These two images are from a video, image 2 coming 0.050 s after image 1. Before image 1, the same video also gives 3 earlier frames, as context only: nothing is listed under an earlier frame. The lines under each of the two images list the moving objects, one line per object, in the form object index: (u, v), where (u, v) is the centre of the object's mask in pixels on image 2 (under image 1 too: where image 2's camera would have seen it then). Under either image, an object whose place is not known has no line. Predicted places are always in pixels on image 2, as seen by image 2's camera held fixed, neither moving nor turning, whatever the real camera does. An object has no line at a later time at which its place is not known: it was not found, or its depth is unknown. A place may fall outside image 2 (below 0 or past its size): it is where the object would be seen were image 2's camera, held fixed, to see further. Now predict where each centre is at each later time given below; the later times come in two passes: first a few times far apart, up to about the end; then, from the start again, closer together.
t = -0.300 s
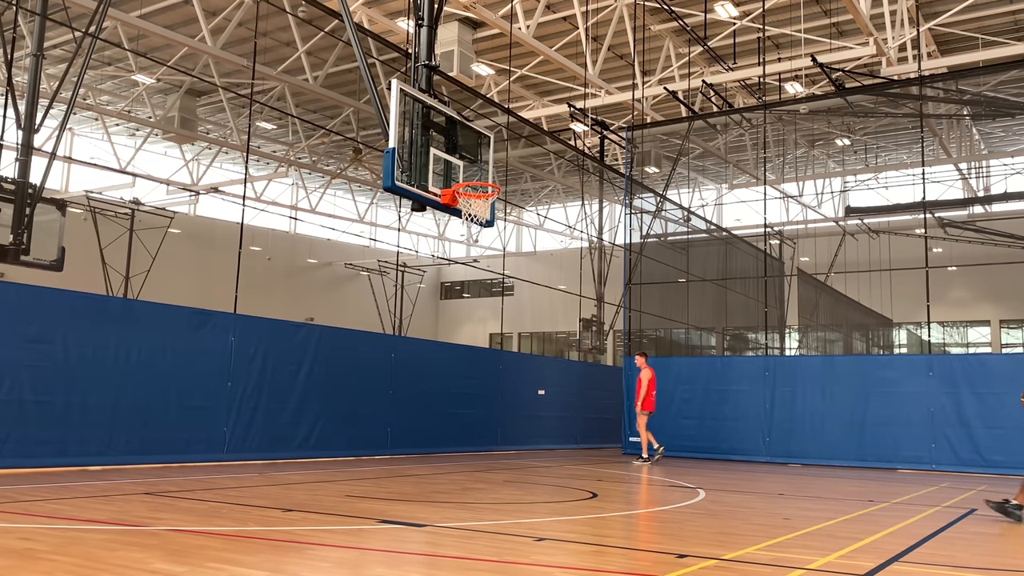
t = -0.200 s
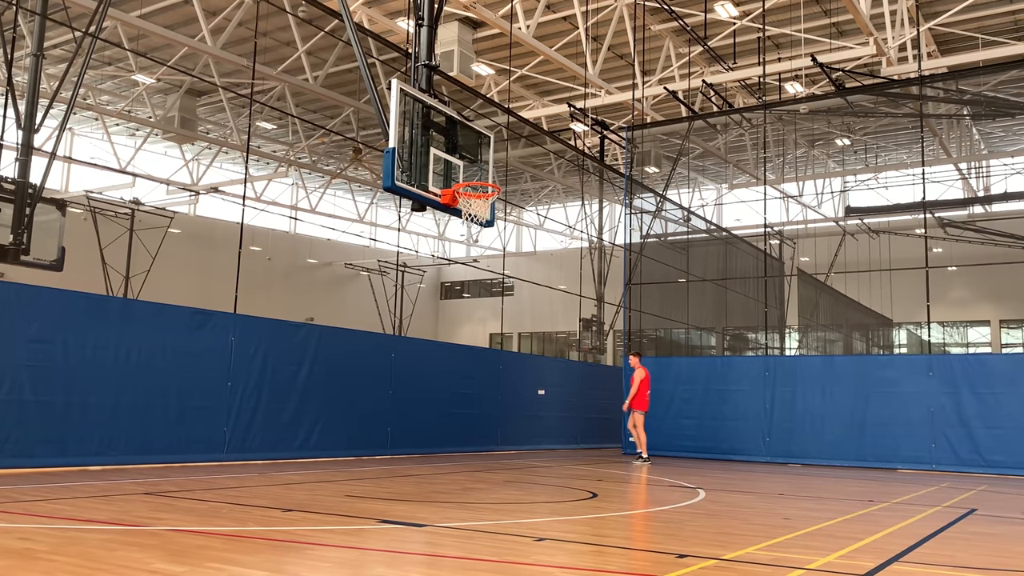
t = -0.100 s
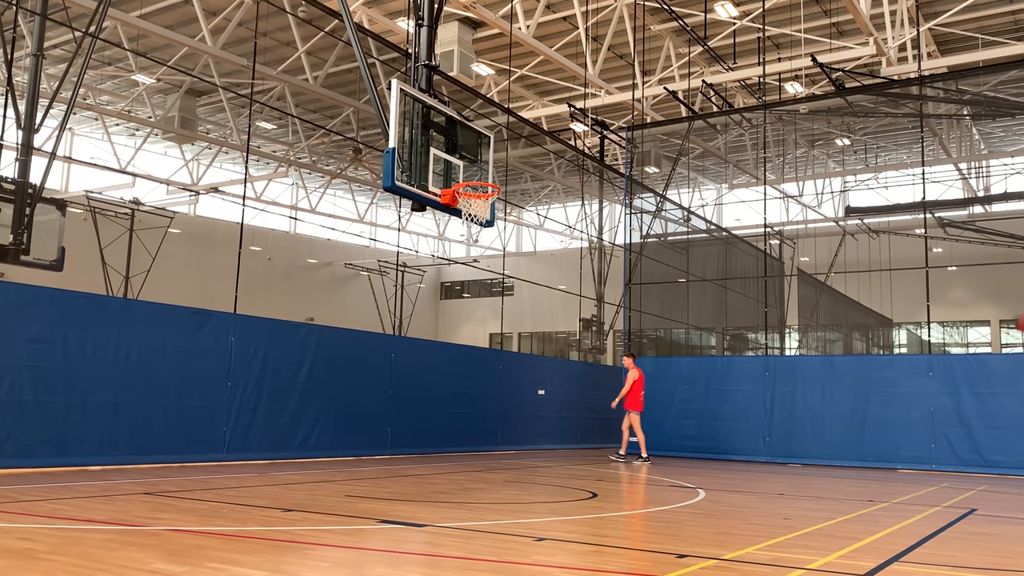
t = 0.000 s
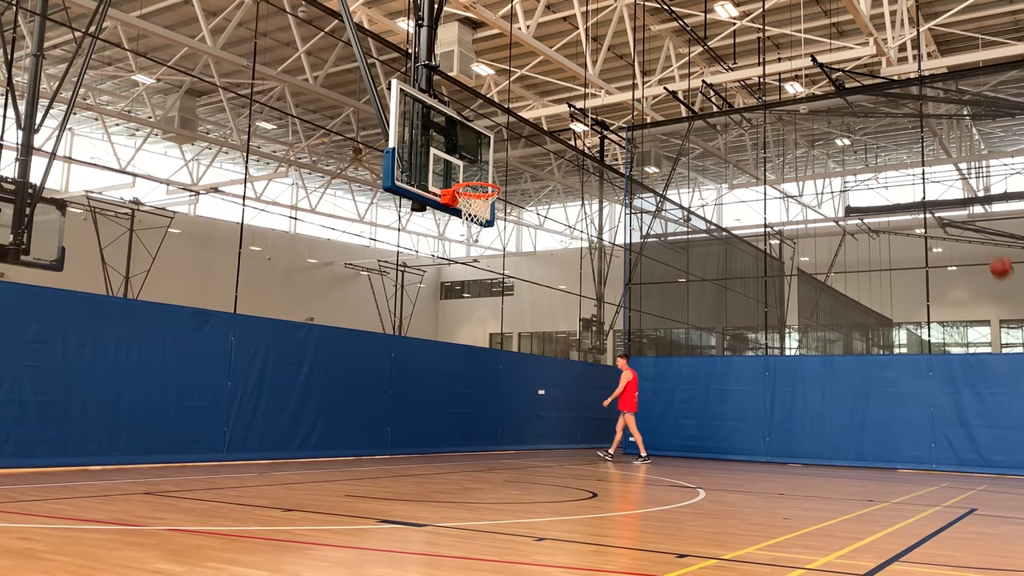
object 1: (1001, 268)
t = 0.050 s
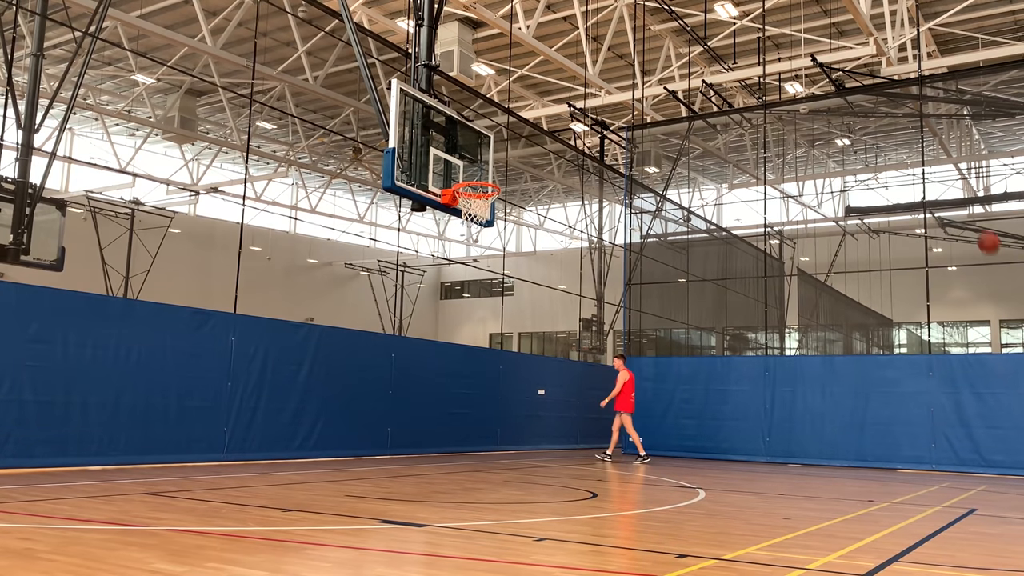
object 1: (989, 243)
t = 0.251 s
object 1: (941, 162)
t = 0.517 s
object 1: (882, 104)
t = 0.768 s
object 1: (826, 100)
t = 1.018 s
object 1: (768, 148)
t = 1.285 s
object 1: (701, 261)
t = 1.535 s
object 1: (633, 435)
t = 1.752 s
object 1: (614, 380)
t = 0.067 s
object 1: (984, 235)
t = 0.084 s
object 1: (980, 227)
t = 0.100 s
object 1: (977, 221)
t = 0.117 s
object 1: (973, 212)
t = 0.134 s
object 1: (969, 205)
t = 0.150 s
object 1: (966, 199)
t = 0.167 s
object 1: (962, 193)
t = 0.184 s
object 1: (957, 186)
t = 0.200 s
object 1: (954, 179)
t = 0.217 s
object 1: (950, 173)
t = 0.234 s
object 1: (945, 167)
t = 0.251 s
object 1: (941, 162)
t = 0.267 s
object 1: (937, 156)
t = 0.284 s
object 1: (934, 151)
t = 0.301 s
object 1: (930, 147)
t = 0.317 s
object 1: (926, 143)
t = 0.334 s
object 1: (922, 138)
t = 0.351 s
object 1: (918, 134)
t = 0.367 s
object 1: (915, 130)
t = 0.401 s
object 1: (907, 122)
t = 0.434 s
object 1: (900, 116)
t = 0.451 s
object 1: (897, 114)
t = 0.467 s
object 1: (892, 111)
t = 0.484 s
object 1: (889, 108)
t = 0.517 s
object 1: (882, 104)
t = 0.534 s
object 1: (878, 102)
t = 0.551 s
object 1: (874, 101)
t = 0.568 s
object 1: (870, 99)
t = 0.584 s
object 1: (867, 98)
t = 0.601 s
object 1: (864, 97)
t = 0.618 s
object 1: (859, 97)
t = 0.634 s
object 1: (856, 96)
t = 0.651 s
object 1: (852, 95)
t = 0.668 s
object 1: (848, 95)
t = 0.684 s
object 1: (844, 96)
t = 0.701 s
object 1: (841, 96)
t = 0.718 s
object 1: (837, 97)
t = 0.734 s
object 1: (834, 98)
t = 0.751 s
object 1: (830, 98)
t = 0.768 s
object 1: (826, 100)
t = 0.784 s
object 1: (822, 101)
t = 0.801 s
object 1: (818, 103)
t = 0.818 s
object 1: (814, 104)
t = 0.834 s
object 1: (811, 107)
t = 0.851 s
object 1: (807, 110)
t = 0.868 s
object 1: (803, 113)
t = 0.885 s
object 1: (799, 115)
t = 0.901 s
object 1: (796, 119)
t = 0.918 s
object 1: (792, 122)
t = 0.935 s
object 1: (788, 126)
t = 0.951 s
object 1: (784, 130)
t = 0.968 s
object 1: (780, 134)
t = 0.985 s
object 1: (776, 138)
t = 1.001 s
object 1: (772, 143)
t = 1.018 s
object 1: (768, 148)
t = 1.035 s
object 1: (764, 153)
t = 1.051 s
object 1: (760, 158)
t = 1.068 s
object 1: (756, 164)
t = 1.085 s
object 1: (752, 170)
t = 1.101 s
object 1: (749, 176)
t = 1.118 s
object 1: (744, 182)
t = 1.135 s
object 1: (739, 188)
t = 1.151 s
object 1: (736, 196)
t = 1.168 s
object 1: (731, 203)
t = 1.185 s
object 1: (727, 211)
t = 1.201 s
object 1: (722, 219)
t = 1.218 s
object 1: (718, 228)
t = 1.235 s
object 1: (715, 236)
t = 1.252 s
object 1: (710, 244)
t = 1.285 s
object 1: (701, 261)
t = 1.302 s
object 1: (698, 271)
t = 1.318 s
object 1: (693, 281)
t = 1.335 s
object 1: (688, 292)
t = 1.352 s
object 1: (683, 302)
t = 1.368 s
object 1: (680, 312)
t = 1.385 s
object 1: (676, 322)
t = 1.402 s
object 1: (671, 335)
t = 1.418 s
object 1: (666, 346)
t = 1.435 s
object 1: (661, 358)
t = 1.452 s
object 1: (657, 370)
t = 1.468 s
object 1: (653, 382)
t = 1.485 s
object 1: (648, 395)
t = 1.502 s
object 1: (642, 409)
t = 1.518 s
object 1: (638, 422)
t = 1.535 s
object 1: (633, 435)
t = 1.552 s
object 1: (629, 450)
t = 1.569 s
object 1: (624, 465)
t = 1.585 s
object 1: (619, 479)
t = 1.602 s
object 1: (617, 475)
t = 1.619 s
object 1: (617, 463)
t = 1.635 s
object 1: (616, 452)
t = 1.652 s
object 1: (616, 441)
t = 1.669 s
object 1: (615, 429)
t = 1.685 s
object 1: (615, 419)
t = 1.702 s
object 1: (614, 409)
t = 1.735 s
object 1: (614, 389)
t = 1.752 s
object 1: (614, 380)
